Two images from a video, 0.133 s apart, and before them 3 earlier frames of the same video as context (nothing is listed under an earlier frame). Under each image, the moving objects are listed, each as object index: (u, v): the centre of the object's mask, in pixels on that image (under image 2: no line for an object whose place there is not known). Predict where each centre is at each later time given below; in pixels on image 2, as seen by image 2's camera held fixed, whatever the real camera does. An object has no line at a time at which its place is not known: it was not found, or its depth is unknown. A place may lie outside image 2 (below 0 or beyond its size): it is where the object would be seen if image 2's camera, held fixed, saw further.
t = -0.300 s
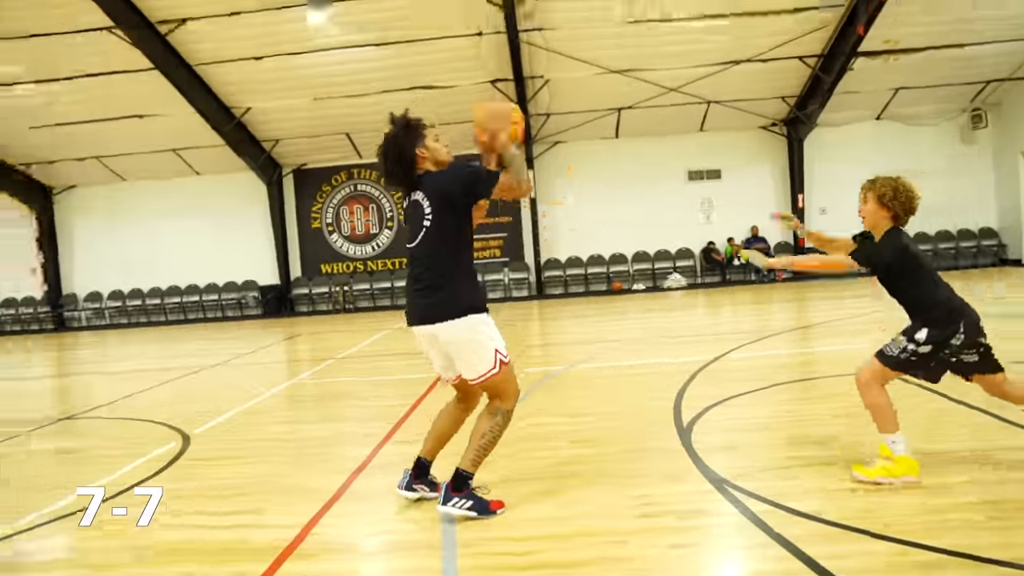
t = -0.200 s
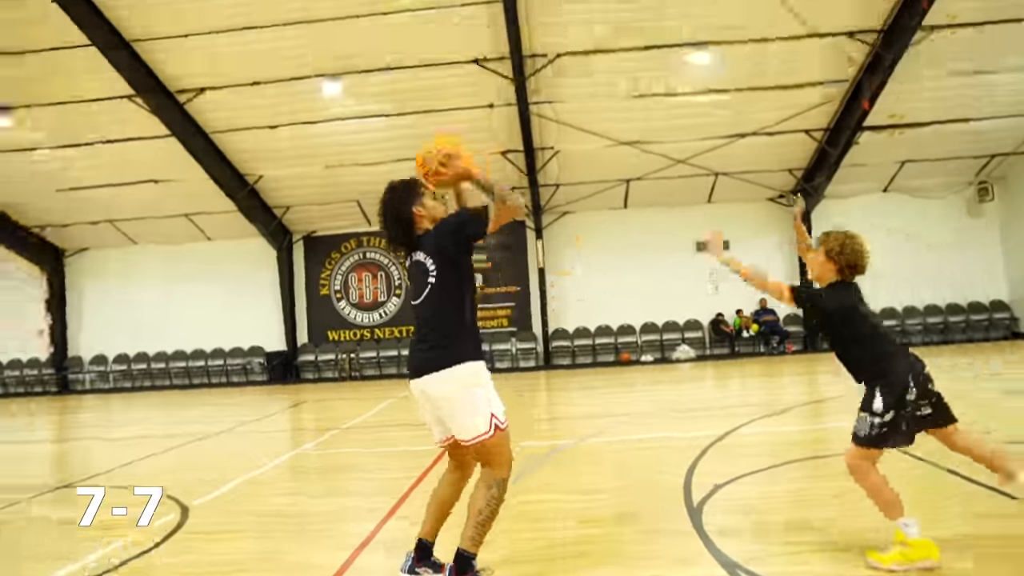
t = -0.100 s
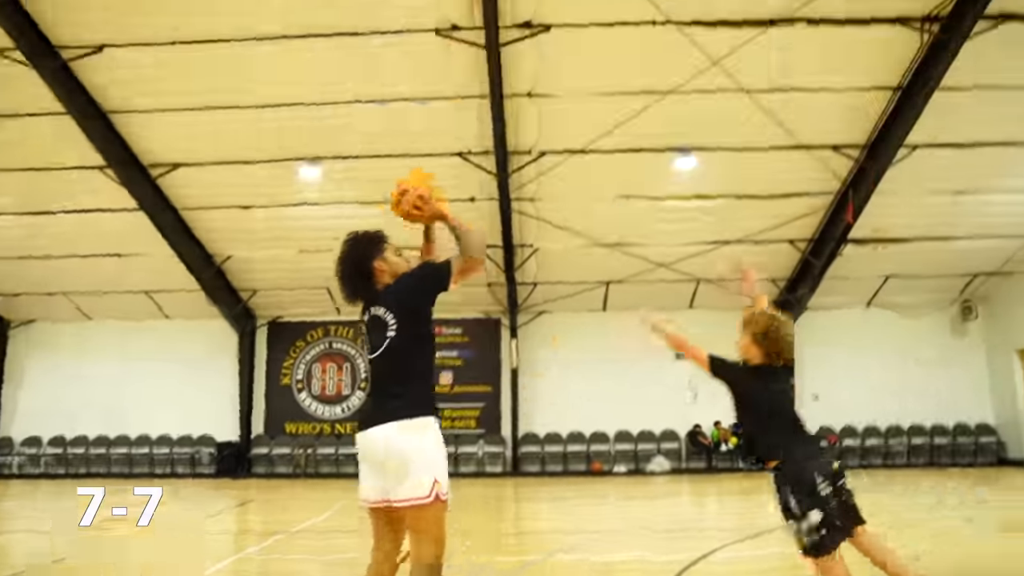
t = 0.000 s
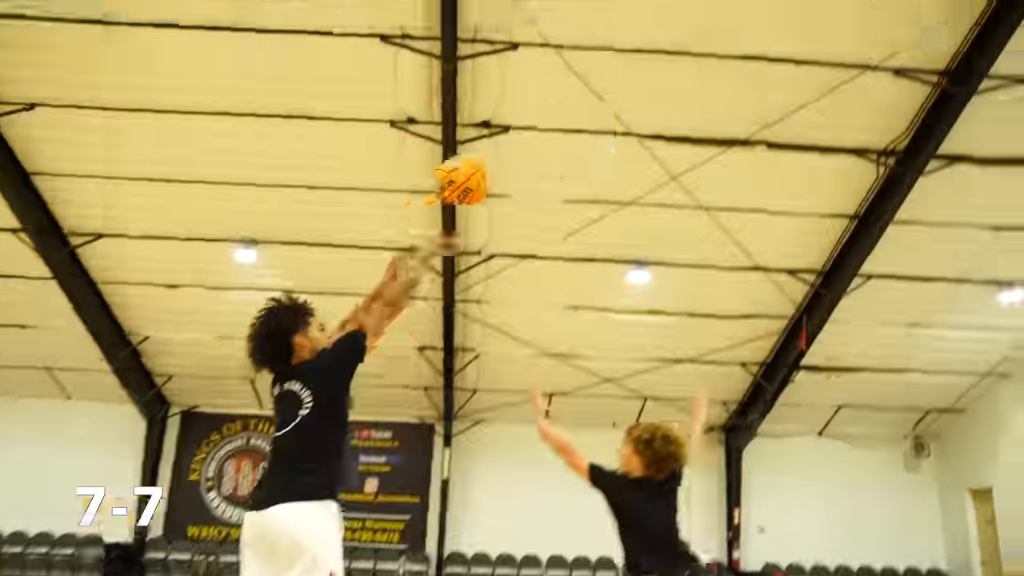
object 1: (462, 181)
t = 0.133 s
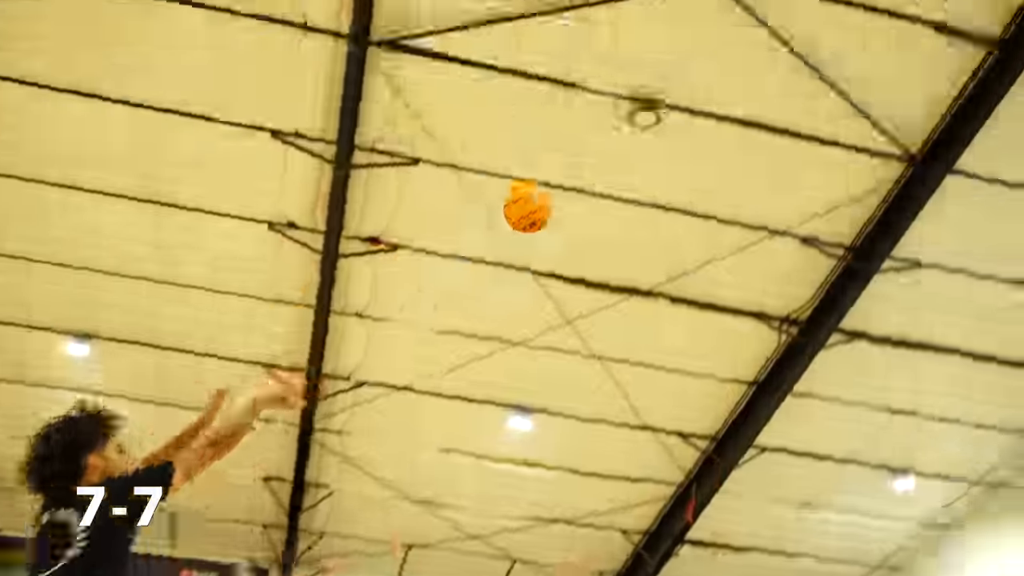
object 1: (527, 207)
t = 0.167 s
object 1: (568, 194)
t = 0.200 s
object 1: (604, 182)
